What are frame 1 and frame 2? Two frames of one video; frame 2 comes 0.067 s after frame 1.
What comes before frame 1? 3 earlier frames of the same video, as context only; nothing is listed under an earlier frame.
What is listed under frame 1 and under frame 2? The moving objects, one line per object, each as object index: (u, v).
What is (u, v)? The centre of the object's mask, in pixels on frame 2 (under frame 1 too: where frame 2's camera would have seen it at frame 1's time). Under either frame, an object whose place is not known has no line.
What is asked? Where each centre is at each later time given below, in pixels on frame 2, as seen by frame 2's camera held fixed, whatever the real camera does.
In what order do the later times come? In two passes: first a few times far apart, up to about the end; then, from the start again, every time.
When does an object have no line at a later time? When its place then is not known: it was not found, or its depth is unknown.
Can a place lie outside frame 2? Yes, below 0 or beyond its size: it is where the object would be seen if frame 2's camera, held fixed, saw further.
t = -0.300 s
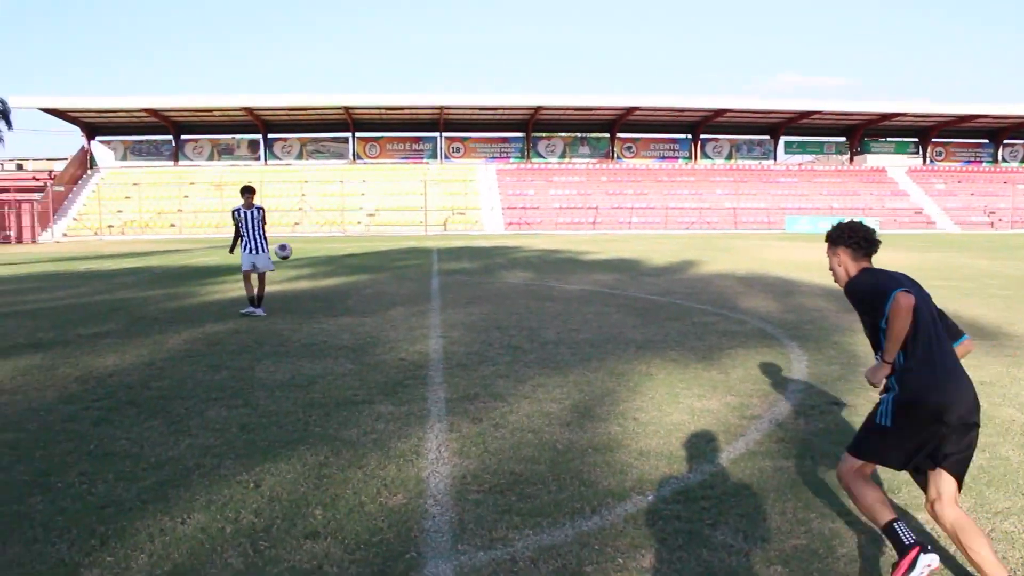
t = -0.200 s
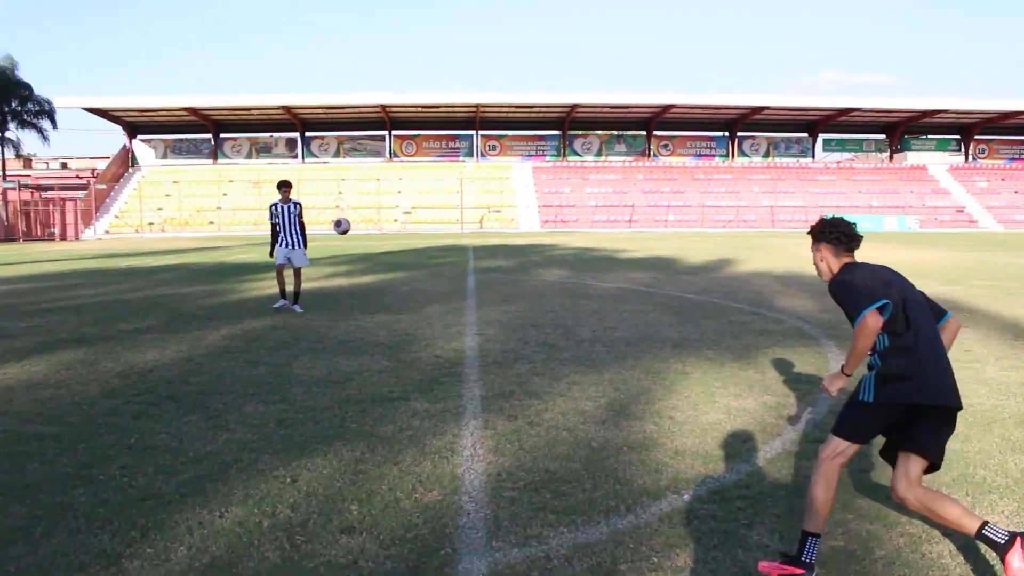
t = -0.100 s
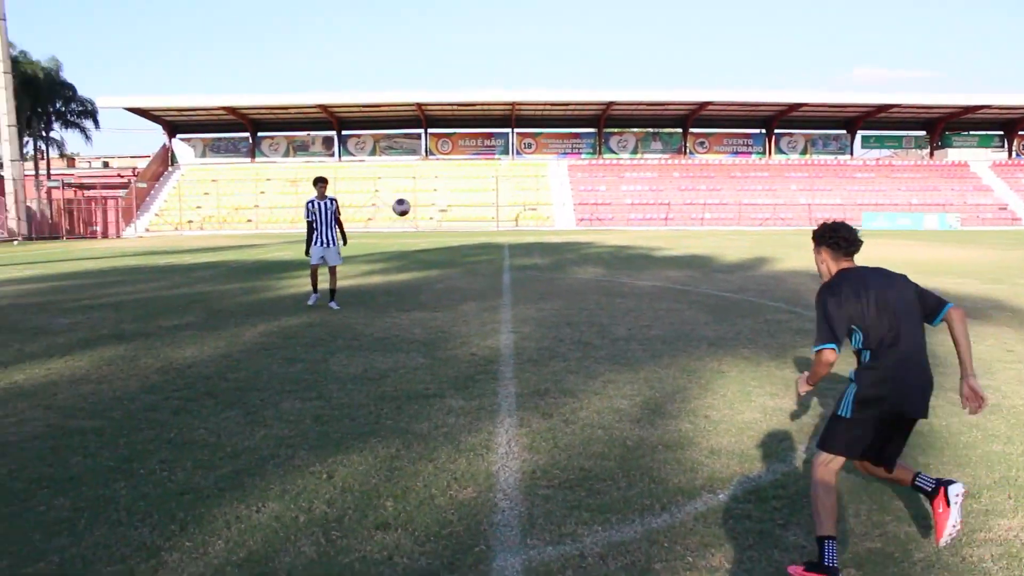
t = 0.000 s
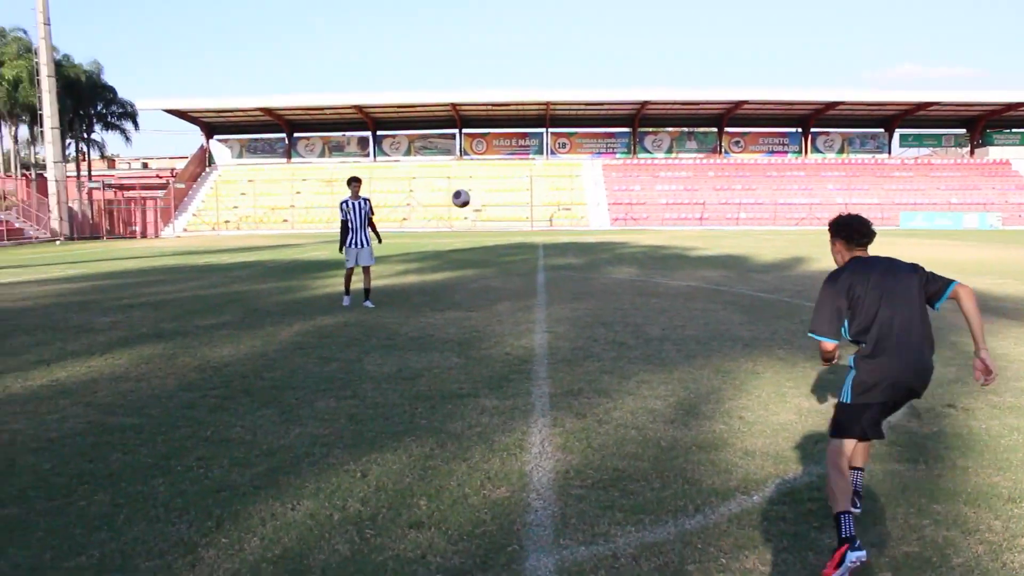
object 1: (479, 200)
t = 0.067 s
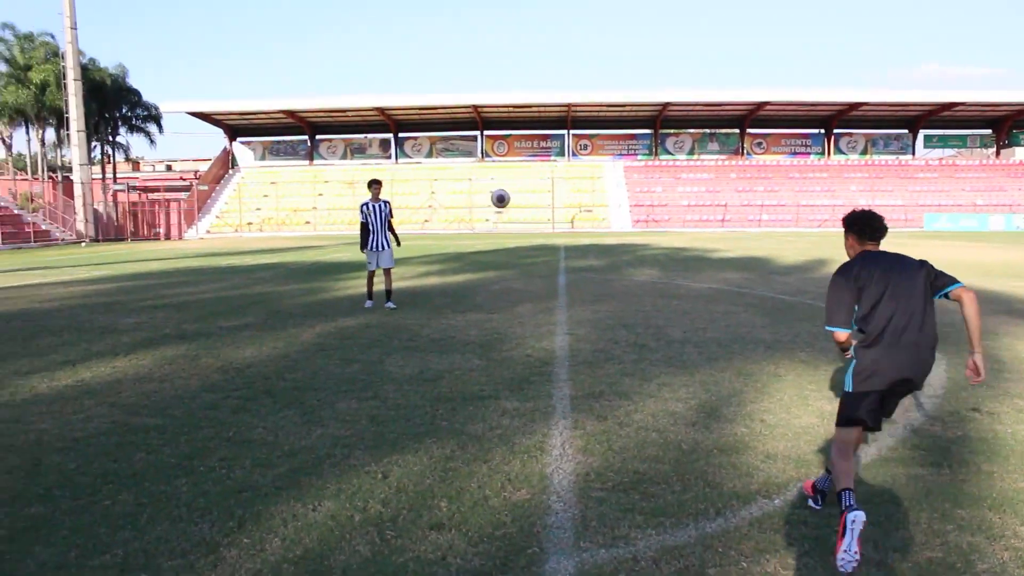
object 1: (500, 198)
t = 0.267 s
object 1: (567, 219)
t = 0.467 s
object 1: (639, 282)
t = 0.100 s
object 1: (511, 199)
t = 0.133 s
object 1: (522, 201)
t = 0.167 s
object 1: (533, 204)
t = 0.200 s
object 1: (544, 208)
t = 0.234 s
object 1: (555, 213)
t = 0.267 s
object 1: (567, 219)
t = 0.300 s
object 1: (578, 226)
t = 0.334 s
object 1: (590, 235)
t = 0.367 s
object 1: (602, 244)
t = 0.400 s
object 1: (614, 256)
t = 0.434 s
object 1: (627, 268)
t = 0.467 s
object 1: (639, 282)
